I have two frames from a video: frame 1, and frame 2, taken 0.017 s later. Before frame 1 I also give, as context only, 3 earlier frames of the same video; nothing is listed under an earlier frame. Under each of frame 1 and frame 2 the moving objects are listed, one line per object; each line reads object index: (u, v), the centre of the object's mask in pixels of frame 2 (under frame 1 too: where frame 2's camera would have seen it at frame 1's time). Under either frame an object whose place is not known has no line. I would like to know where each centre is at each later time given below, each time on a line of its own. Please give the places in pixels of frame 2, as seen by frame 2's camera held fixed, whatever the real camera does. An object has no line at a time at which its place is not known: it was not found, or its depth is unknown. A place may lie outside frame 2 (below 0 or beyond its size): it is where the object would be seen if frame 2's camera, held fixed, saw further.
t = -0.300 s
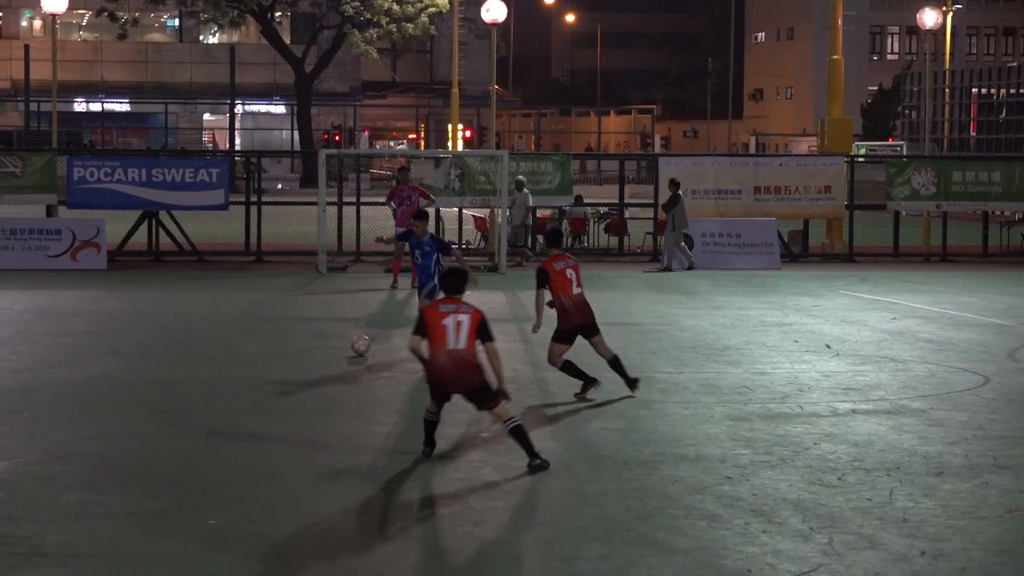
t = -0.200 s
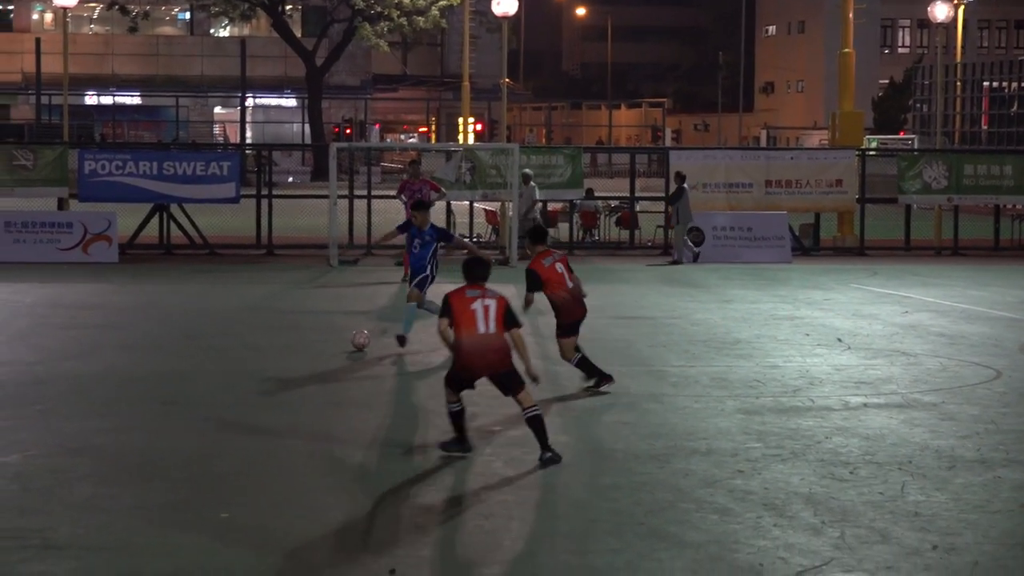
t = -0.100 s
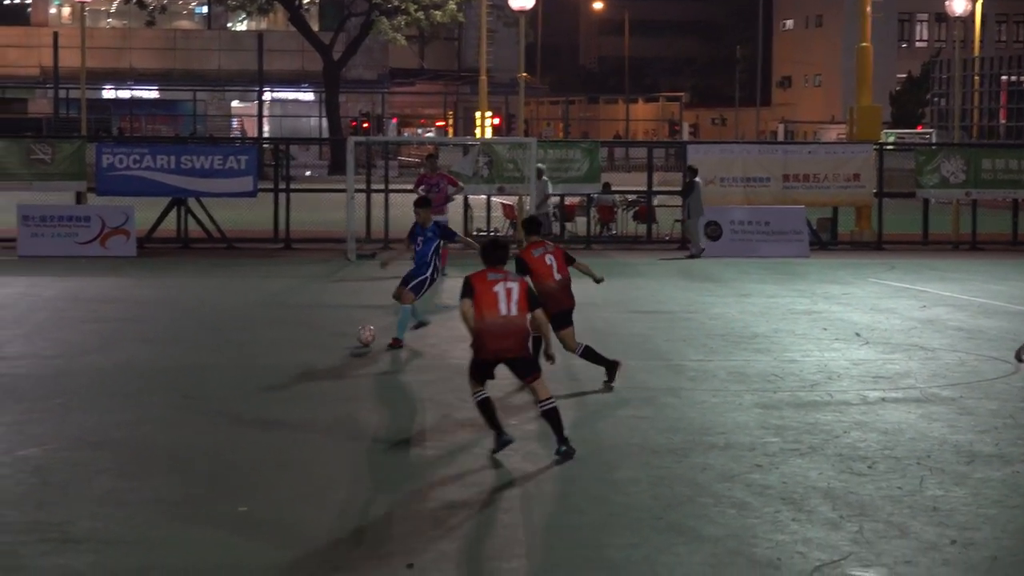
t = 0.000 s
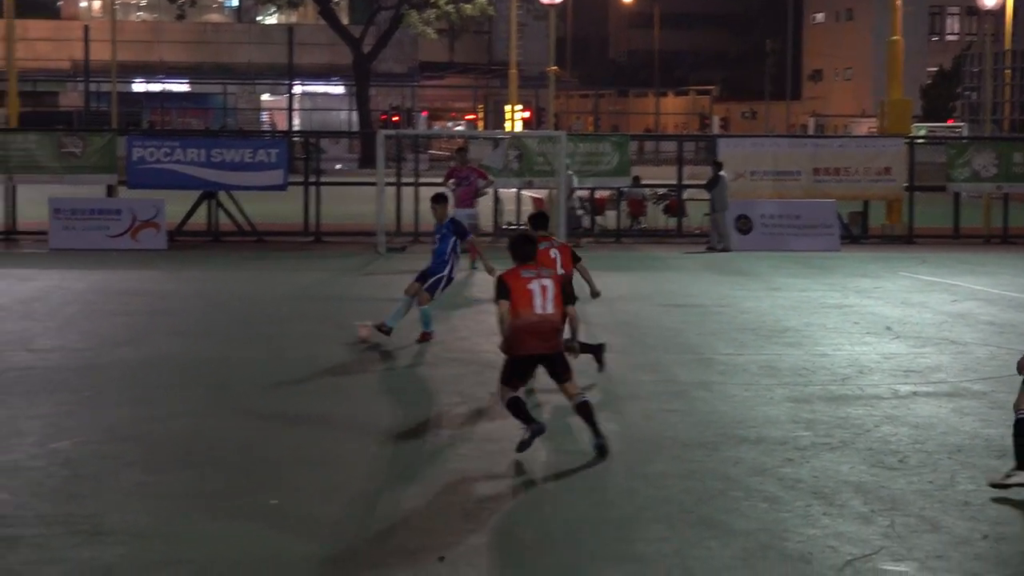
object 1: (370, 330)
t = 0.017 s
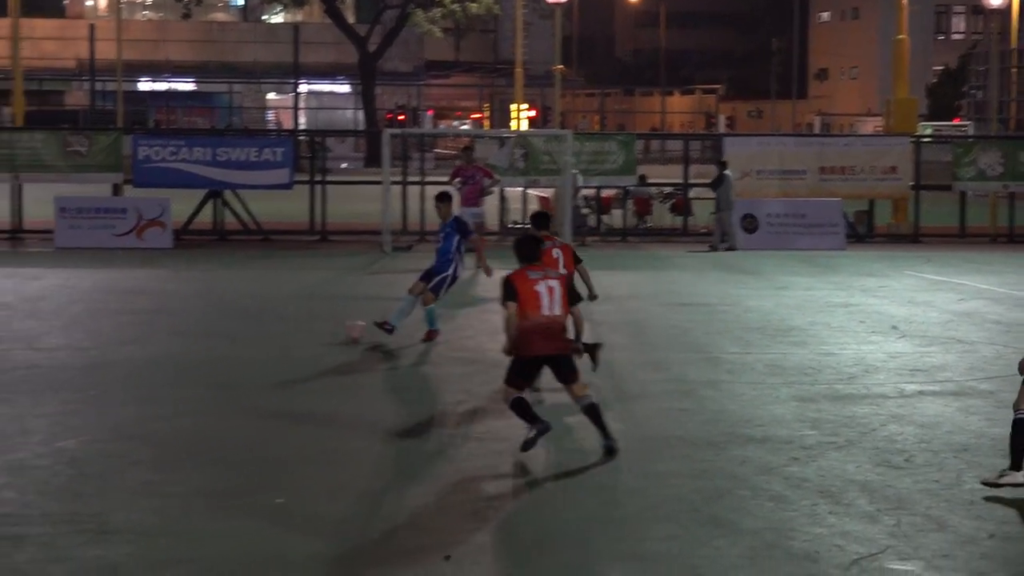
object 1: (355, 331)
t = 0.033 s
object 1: (342, 332)
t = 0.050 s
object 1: (326, 333)
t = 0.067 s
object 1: (312, 335)
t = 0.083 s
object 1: (299, 335)
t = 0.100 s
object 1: (283, 337)
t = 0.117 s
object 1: (269, 339)
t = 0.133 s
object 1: (254, 339)
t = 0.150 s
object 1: (240, 341)
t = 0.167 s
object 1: (225, 342)
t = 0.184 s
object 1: (211, 344)
